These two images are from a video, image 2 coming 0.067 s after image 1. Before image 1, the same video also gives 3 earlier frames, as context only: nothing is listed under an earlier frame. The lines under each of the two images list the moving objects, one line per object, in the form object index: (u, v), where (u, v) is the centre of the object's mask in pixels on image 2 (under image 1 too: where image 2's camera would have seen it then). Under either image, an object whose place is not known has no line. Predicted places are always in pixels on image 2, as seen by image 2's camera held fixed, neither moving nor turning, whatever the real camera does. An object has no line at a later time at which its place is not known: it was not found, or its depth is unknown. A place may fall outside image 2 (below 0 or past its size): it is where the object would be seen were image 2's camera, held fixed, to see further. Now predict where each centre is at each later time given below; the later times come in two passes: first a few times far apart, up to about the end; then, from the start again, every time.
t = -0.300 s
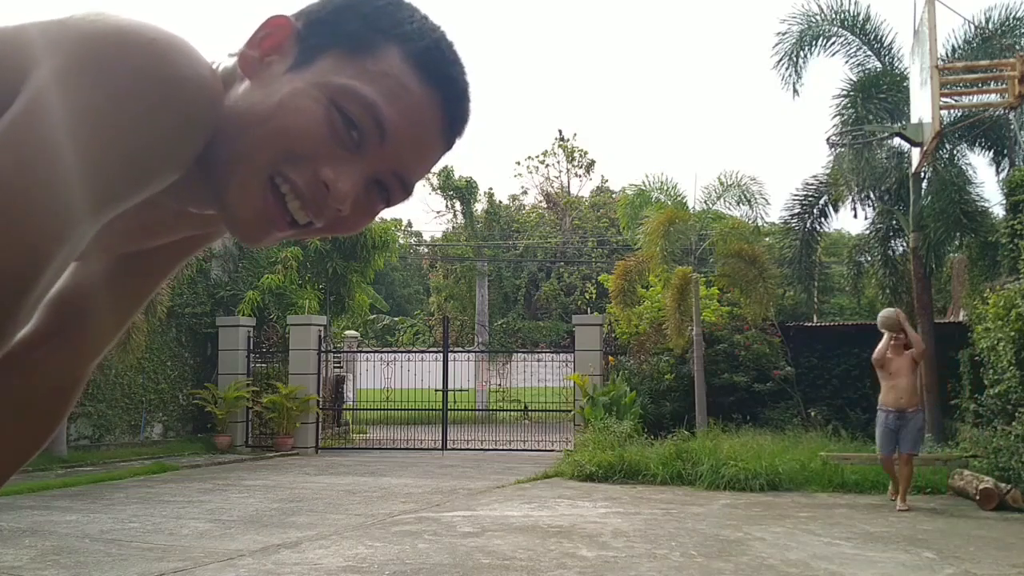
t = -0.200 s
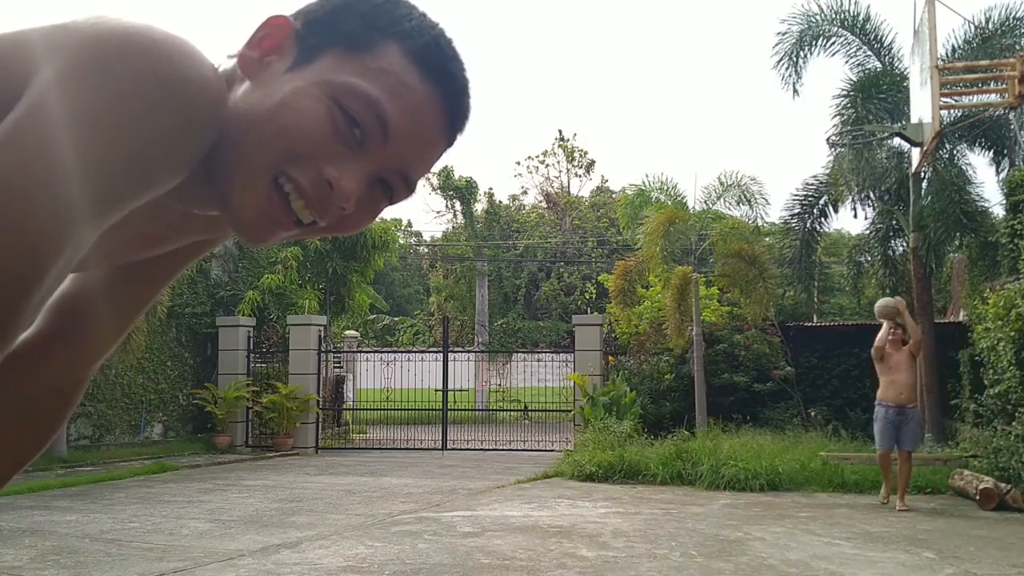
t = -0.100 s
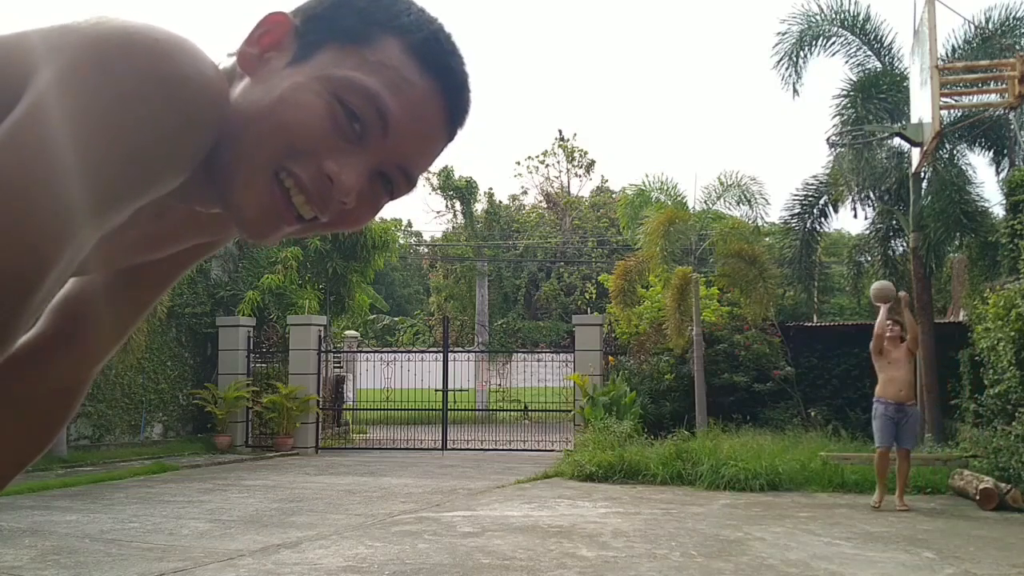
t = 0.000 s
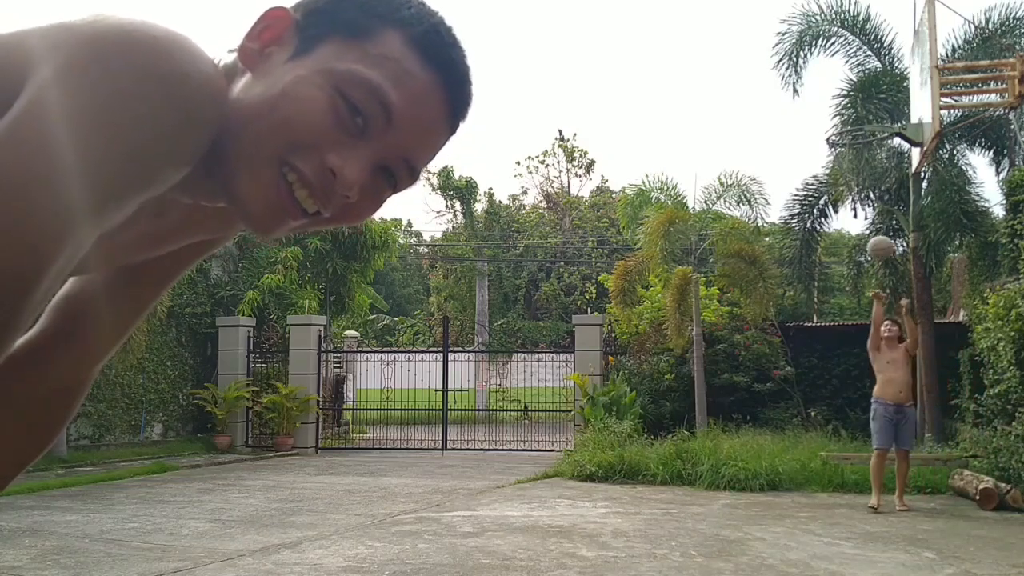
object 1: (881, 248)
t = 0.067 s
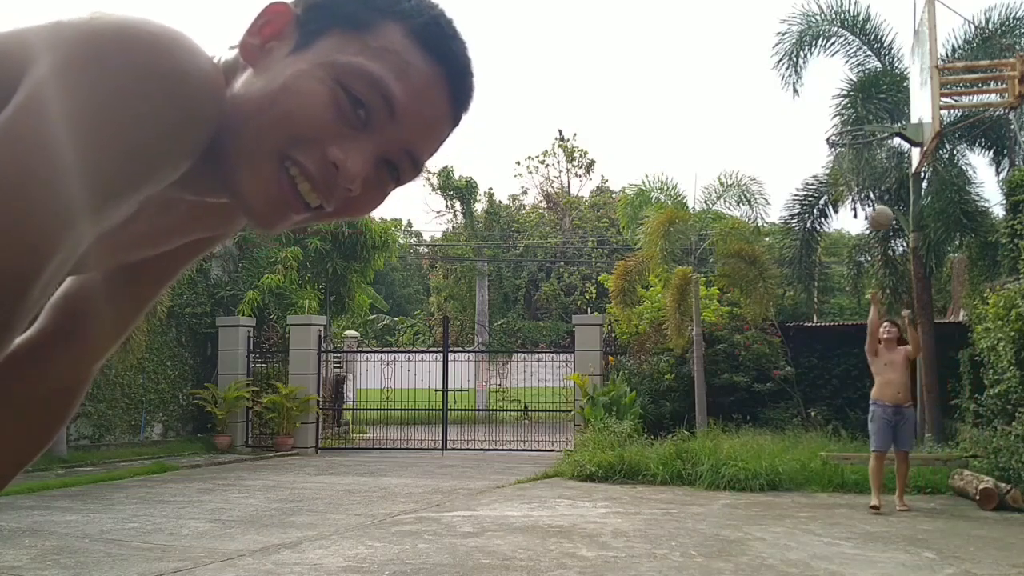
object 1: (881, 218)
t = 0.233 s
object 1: (876, 156)
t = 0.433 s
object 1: (878, 114)
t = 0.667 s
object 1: (879, 115)
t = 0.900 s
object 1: (883, 193)
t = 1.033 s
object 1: (887, 277)
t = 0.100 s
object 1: (882, 206)
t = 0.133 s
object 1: (879, 192)
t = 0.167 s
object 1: (878, 177)
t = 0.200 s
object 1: (877, 167)
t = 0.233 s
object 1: (876, 156)
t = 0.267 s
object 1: (879, 150)
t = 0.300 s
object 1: (873, 135)
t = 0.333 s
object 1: (878, 127)
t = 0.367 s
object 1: (878, 124)
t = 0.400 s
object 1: (877, 118)
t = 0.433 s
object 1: (878, 114)
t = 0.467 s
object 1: (878, 111)
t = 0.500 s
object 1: (878, 110)
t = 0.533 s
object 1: (878, 110)
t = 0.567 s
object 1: (878, 110)
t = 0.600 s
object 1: (878, 111)
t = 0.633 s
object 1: (878, 112)
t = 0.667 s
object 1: (879, 115)
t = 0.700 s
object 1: (879, 118)
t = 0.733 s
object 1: (879, 123)
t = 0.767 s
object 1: (873, 134)
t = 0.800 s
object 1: (881, 152)
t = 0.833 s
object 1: (881, 161)
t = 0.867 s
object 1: (883, 176)
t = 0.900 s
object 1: (883, 193)
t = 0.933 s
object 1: (885, 212)
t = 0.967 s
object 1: (885, 230)
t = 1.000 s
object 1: (887, 253)
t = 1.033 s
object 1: (887, 277)
